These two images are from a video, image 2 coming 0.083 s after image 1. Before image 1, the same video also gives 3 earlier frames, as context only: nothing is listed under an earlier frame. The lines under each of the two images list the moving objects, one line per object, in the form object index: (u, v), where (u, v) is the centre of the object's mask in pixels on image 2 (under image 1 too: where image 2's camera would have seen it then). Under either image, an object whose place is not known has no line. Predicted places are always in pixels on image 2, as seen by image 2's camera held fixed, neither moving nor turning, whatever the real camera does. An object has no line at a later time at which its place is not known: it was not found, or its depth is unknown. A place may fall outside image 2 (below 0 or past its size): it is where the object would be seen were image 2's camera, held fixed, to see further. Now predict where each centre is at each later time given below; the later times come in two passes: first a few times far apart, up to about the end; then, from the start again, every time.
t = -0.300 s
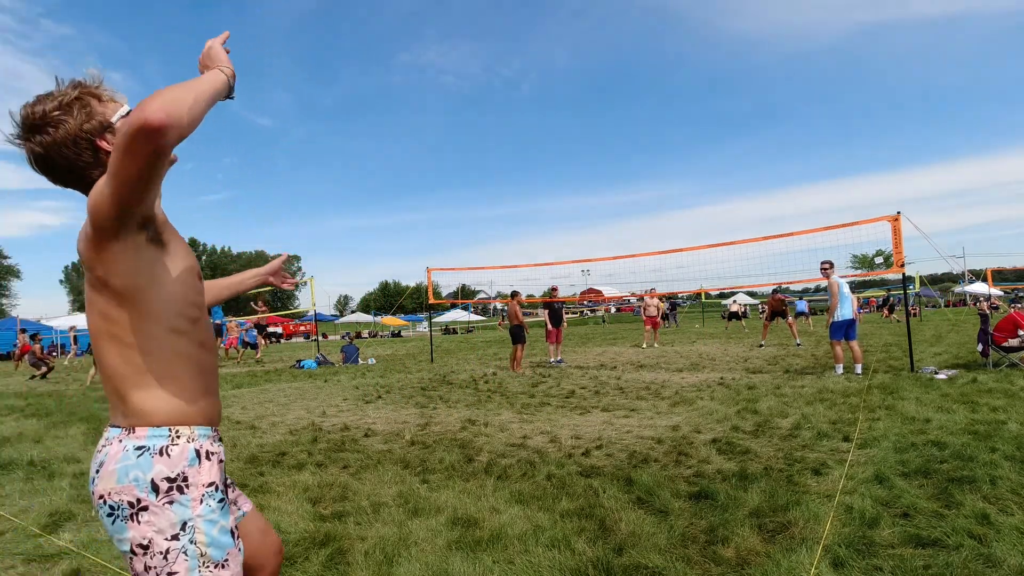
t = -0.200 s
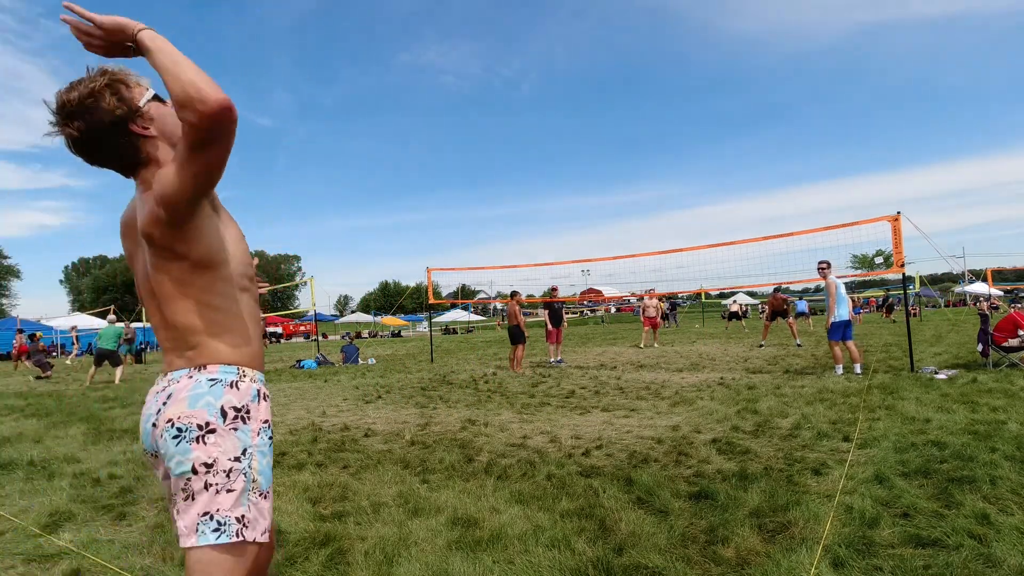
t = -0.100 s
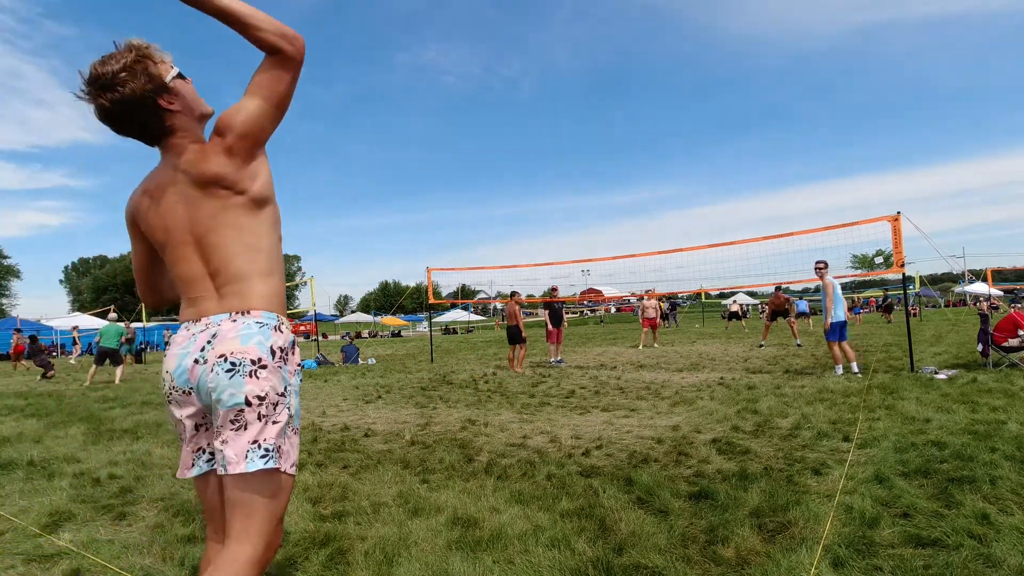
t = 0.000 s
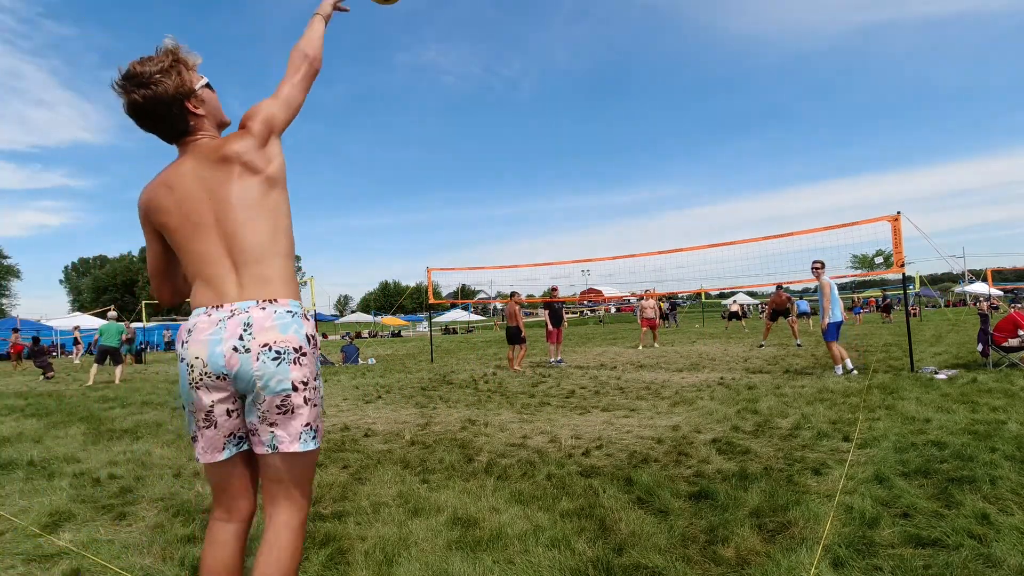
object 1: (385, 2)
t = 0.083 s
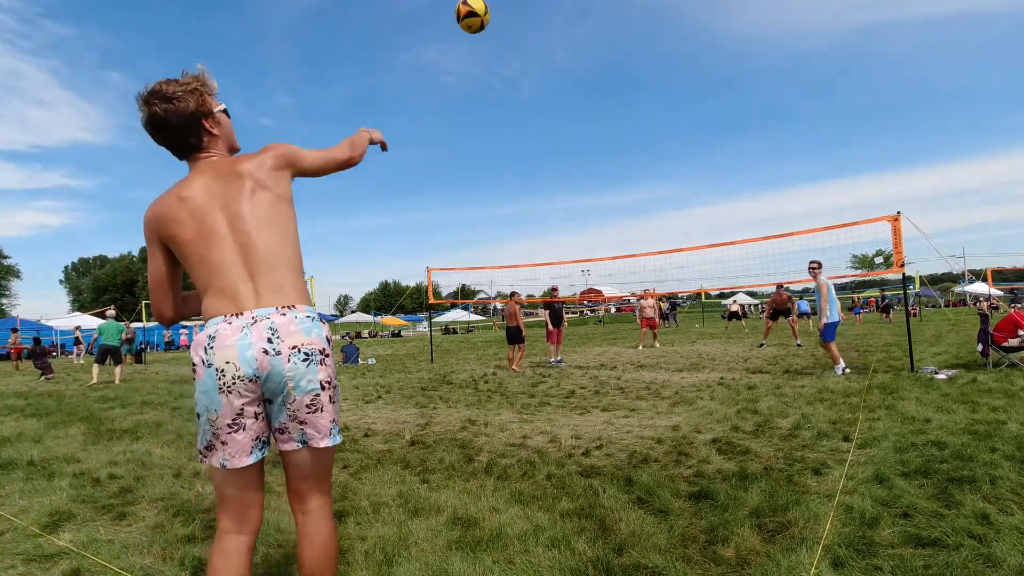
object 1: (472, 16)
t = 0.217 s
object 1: (538, 58)
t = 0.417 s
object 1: (583, 116)
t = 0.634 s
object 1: (611, 174)
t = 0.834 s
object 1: (630, 226)
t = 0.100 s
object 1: (484, 20)
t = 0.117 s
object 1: (494, 26)
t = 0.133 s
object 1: (503, 32)
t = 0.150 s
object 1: (511, 37)
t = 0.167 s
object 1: (519, 42)
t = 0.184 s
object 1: (526, 48)
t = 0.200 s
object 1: (532, 53)
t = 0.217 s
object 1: (538, 58)
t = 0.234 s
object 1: (543, 63)
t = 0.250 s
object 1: (548, 68)
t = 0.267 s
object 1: (553, 73)
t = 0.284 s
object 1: (557, 78)
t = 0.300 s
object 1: (561, 83)
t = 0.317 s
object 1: (565, 88)
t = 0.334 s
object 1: (568, 93)
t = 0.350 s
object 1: (571, 98)
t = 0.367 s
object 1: (574, 102)
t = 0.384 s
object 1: (577, 107)
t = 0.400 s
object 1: (580, 112)
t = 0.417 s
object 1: (583, 116)
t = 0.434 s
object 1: (585, 121)
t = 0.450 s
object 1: (588, 125)
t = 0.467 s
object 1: (590, 130)
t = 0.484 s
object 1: (592, 134)
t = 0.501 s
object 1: (595, 139)
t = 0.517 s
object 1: (597, 143)
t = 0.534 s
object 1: (599, 148)
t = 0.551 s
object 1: (601, 152)
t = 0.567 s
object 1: (603, 156)
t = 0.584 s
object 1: (606, 161)
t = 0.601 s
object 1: (607, 165)
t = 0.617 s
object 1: (609, 170)
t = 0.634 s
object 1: (611, 174)
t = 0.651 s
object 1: (613, 179)
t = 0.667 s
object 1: (614, 183)
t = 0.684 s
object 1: (616, 187)
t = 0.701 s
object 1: (618, 192)
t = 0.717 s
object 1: (619, 196)
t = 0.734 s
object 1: (621, 201)
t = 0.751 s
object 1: (622, 205)
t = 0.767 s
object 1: (623, 209)
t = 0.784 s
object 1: (625, 214)
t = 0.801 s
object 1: (627, 218)
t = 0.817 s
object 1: (628, 222)
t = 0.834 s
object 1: (630, 226)
